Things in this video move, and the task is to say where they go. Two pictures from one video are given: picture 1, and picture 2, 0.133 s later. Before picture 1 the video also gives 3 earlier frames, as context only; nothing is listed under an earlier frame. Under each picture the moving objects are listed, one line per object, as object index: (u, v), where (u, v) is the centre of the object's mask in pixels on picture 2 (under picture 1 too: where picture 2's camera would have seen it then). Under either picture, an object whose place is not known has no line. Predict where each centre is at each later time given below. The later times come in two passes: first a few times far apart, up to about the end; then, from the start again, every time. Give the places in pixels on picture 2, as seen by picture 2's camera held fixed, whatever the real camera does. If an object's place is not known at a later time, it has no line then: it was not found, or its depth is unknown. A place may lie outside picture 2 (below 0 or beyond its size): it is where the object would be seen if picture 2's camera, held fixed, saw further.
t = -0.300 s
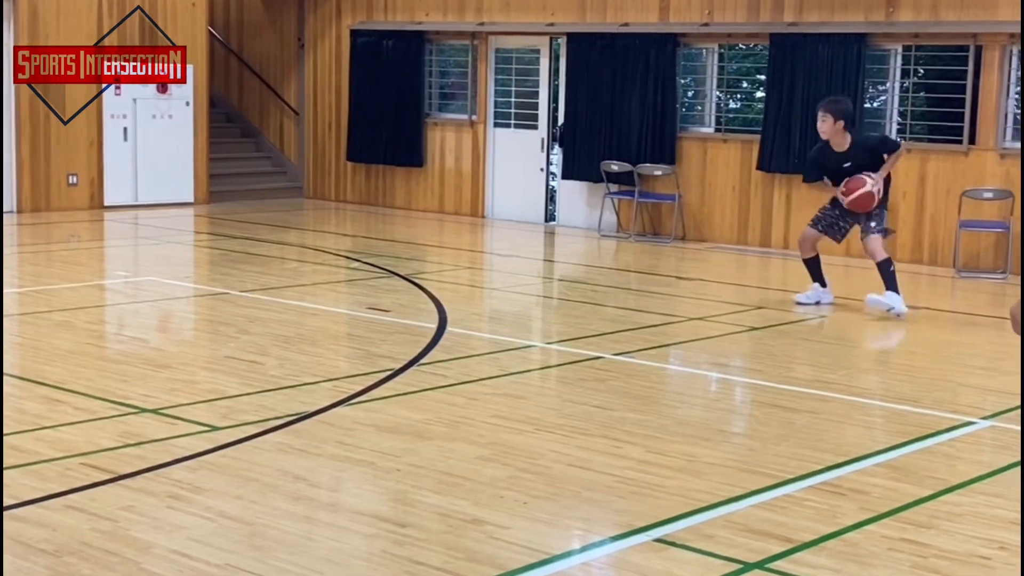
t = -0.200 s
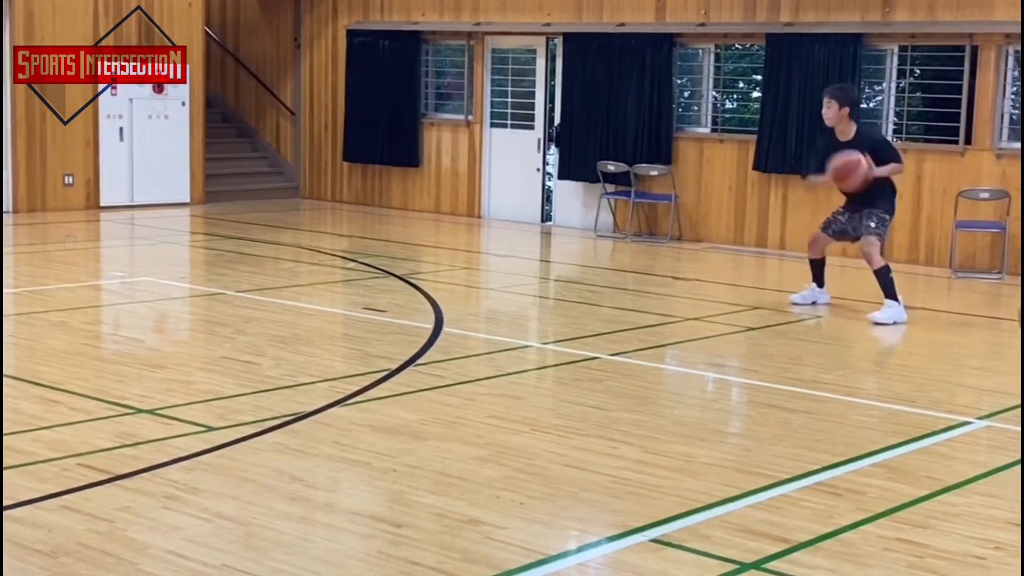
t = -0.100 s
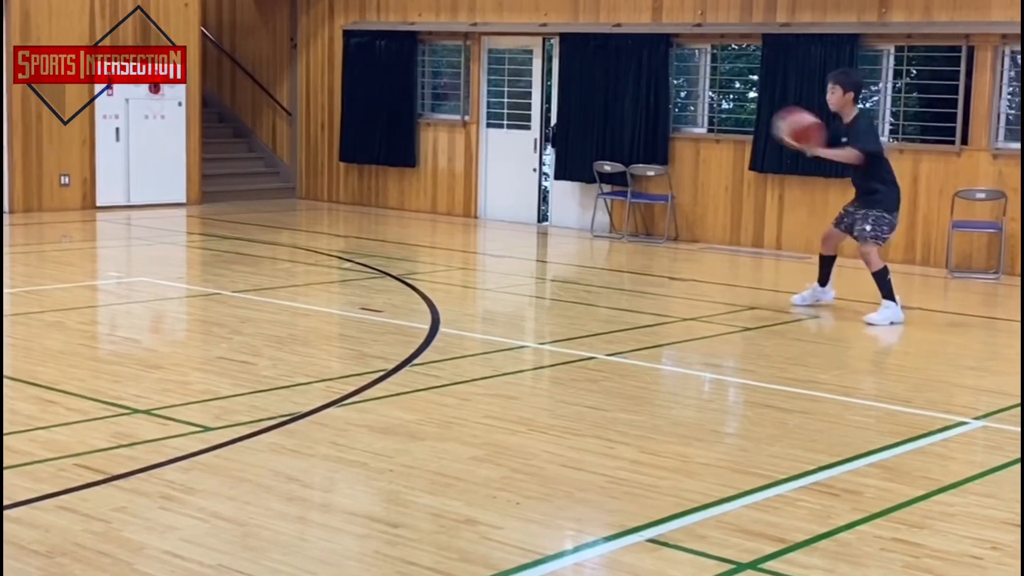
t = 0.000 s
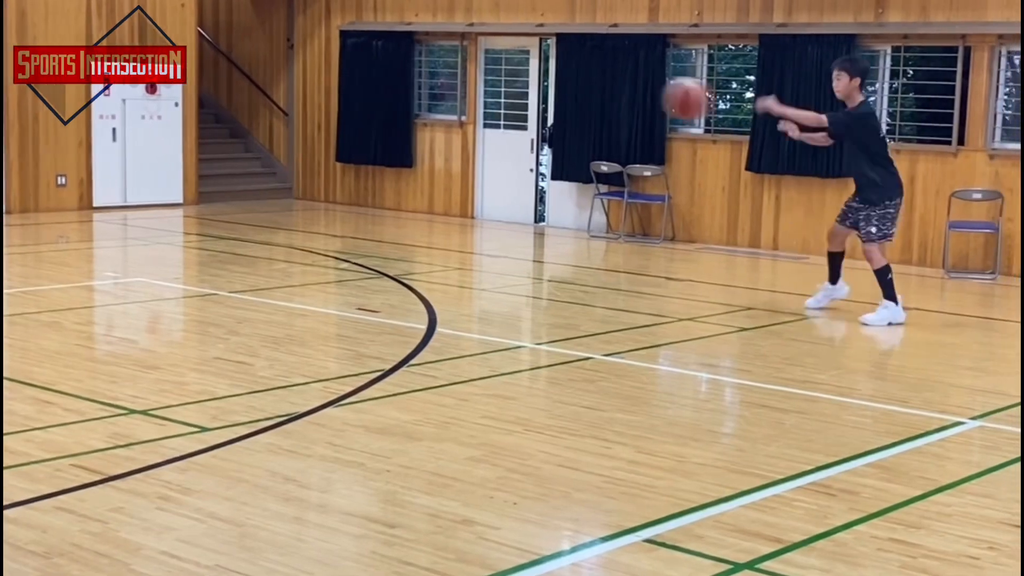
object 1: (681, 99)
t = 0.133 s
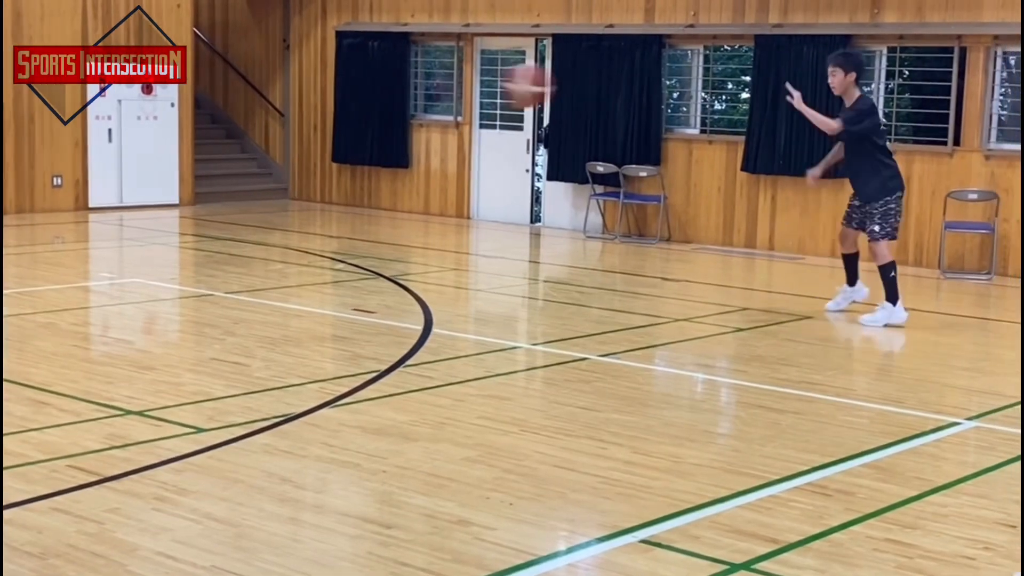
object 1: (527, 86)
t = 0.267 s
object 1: (352, 104)
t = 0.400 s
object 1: (149, 159)
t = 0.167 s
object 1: (483, 87)
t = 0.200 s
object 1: (439, 91)
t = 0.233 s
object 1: (393, 96)
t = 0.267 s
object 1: (352, 104)
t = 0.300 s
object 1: (300, 114)
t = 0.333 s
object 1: (250, 125)
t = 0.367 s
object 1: (205, 140)
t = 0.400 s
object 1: (149, 159)
